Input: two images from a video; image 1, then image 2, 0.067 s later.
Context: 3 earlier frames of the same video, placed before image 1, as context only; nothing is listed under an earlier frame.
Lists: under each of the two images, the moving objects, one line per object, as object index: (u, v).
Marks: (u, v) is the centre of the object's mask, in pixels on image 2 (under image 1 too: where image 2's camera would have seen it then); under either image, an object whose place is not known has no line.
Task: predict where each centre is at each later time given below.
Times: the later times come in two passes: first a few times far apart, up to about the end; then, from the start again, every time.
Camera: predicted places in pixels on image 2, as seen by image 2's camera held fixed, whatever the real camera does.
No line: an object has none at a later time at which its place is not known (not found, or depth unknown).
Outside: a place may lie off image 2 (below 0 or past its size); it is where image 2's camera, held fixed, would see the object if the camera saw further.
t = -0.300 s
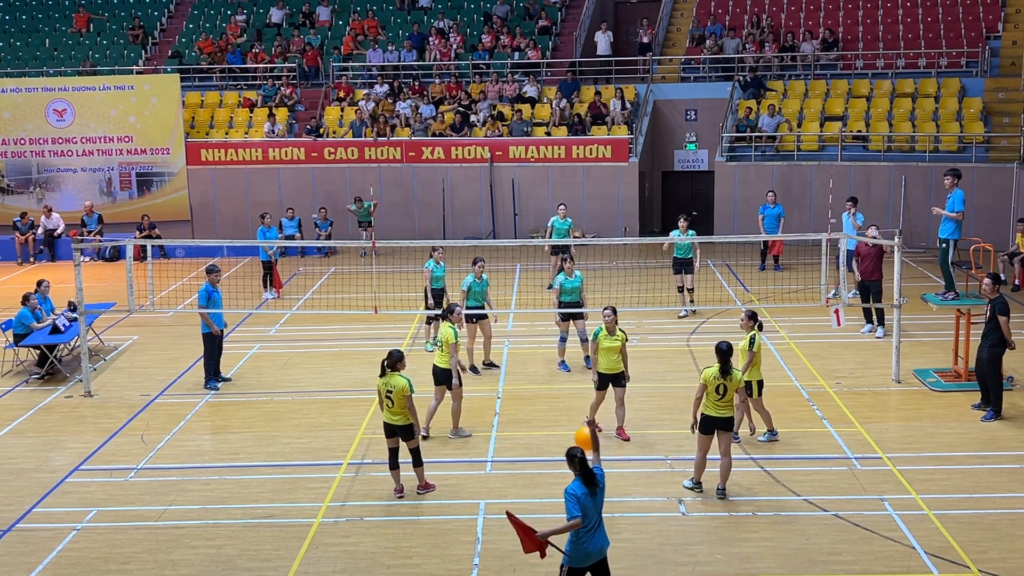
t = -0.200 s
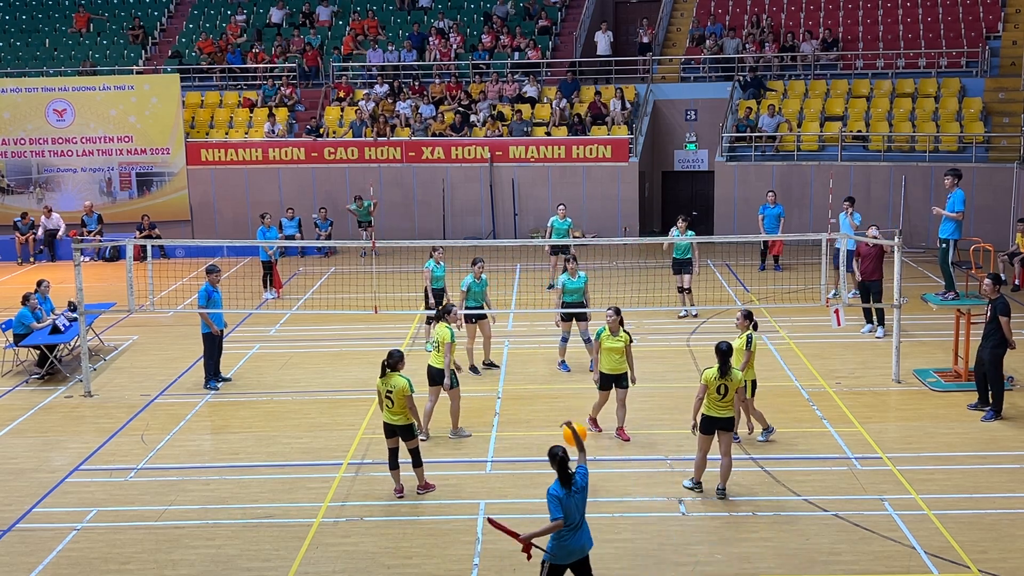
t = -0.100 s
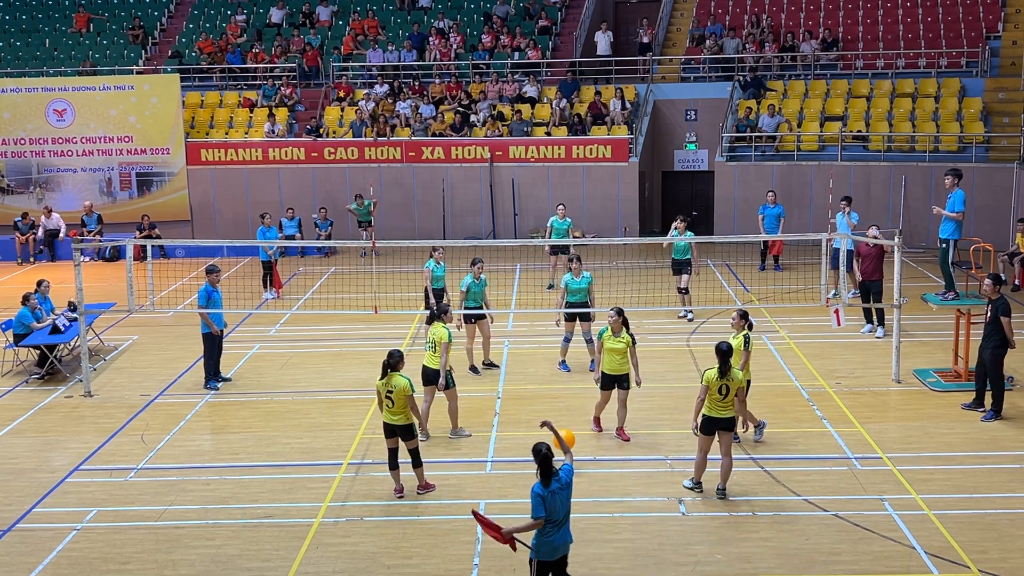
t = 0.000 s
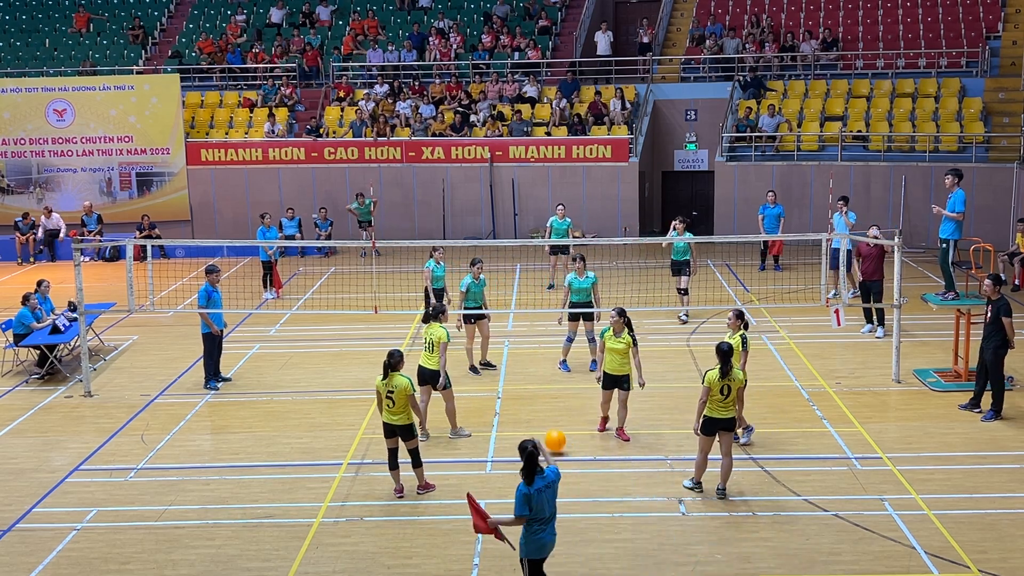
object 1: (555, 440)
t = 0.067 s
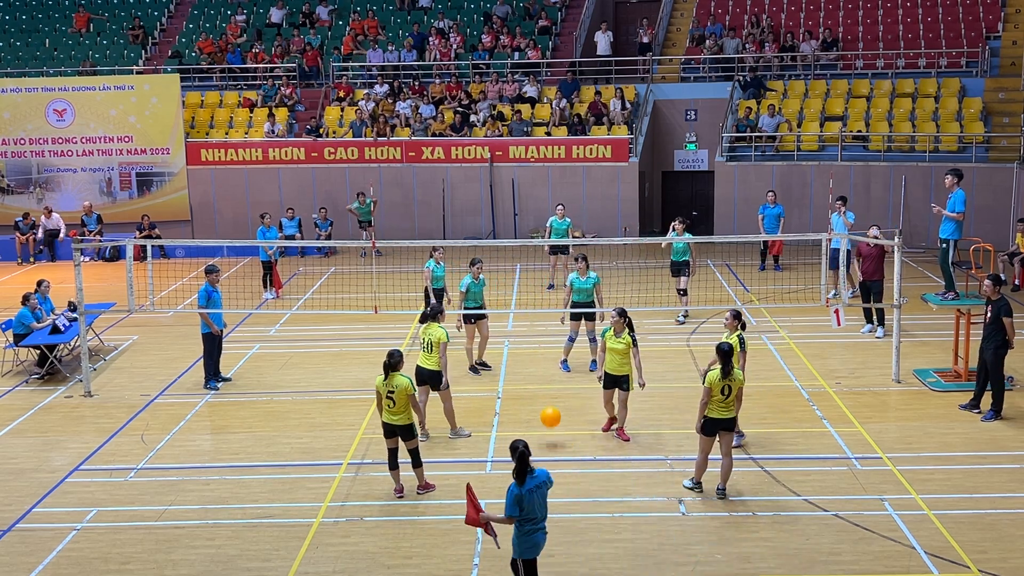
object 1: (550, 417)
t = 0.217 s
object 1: (541, 381)
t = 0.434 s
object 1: (531, 367)
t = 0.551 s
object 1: (526, 374)
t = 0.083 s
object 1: (549, 412)
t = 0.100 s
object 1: (548, 407)
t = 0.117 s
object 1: (547, 403)
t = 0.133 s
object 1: (546, 399)
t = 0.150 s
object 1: (545, 395)
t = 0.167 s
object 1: (544, 391)
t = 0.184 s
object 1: (543, 388)
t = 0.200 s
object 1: (542, 384)
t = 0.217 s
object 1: (541, 381)
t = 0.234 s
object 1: (540, 379)
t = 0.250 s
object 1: (539, 376)
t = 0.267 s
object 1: (539, 375)
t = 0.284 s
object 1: (538, 373)
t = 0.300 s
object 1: (537, 371)
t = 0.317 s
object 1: (536, 370)
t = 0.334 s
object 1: (535, 369)
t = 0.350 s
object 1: (534, 368)
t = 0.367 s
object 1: (534, 367)
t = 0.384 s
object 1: (533, 366)
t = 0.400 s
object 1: (532, 366)
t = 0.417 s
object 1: (531, 367)
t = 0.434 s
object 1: (531, 367)
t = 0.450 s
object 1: (530, 367)
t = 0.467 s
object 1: (529, 368)
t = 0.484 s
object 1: (528, 368)
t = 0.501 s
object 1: (527, 369)
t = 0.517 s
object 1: (527, 371)
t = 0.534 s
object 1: (526, 372)
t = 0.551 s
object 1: (526, 374)
